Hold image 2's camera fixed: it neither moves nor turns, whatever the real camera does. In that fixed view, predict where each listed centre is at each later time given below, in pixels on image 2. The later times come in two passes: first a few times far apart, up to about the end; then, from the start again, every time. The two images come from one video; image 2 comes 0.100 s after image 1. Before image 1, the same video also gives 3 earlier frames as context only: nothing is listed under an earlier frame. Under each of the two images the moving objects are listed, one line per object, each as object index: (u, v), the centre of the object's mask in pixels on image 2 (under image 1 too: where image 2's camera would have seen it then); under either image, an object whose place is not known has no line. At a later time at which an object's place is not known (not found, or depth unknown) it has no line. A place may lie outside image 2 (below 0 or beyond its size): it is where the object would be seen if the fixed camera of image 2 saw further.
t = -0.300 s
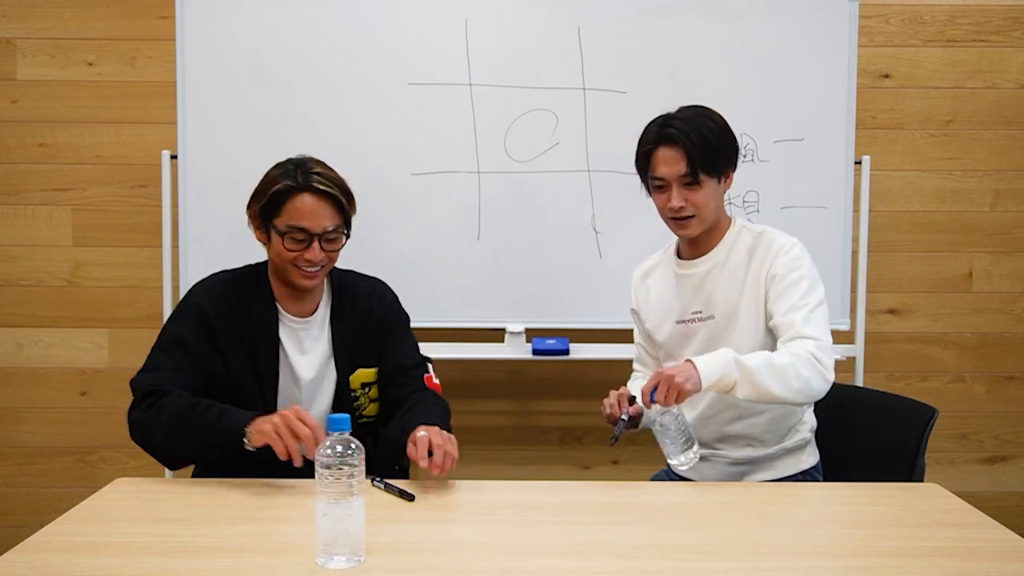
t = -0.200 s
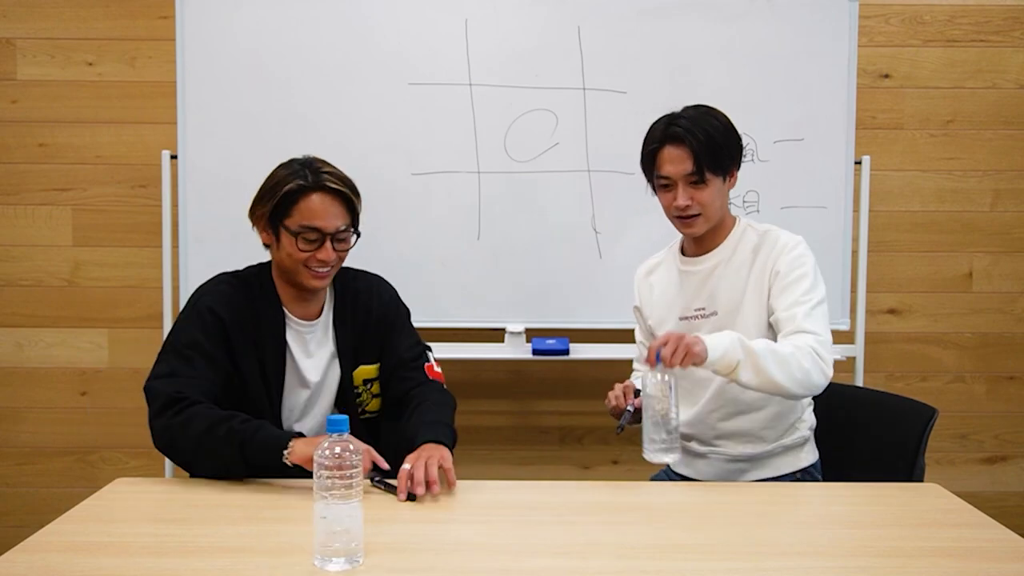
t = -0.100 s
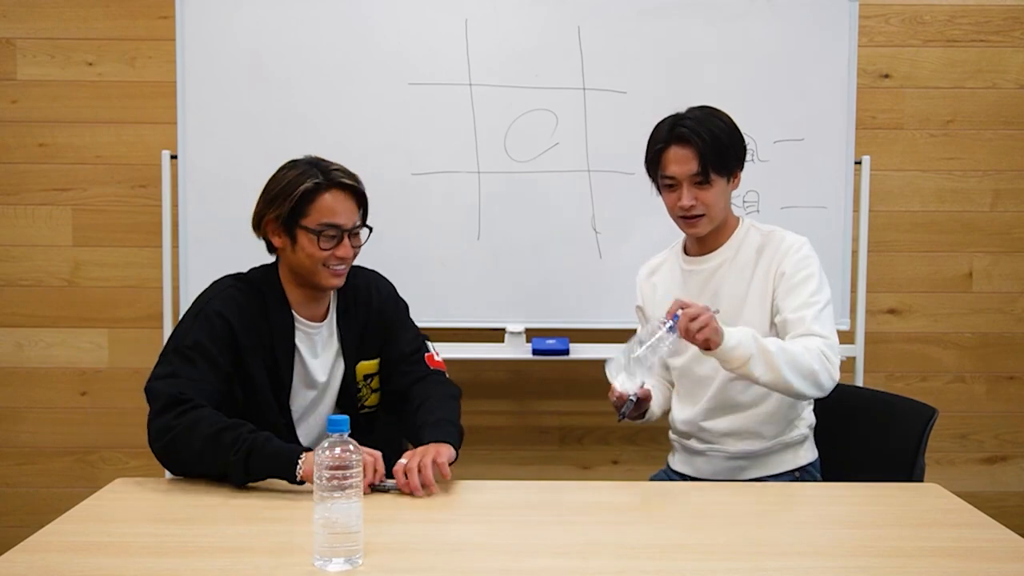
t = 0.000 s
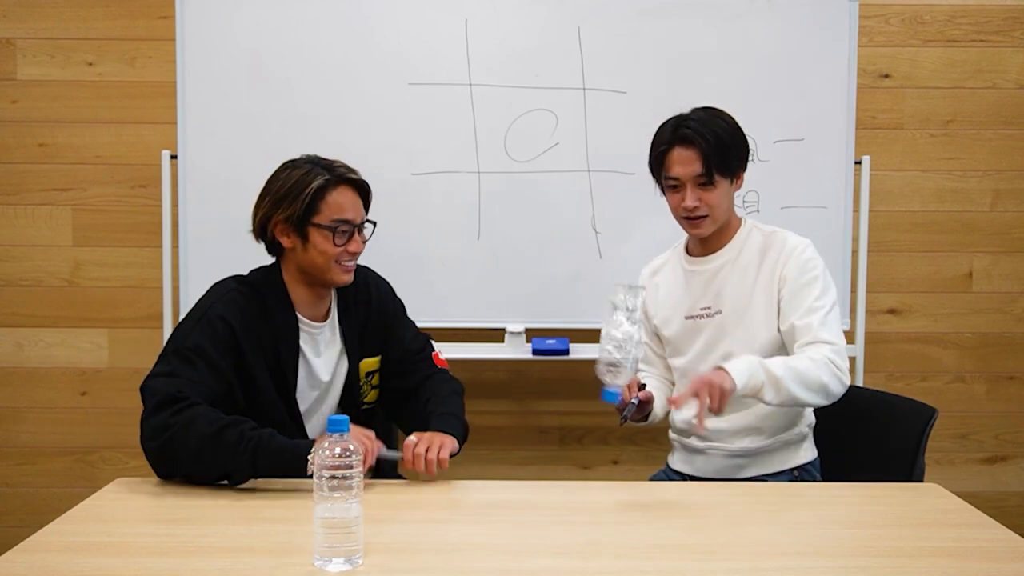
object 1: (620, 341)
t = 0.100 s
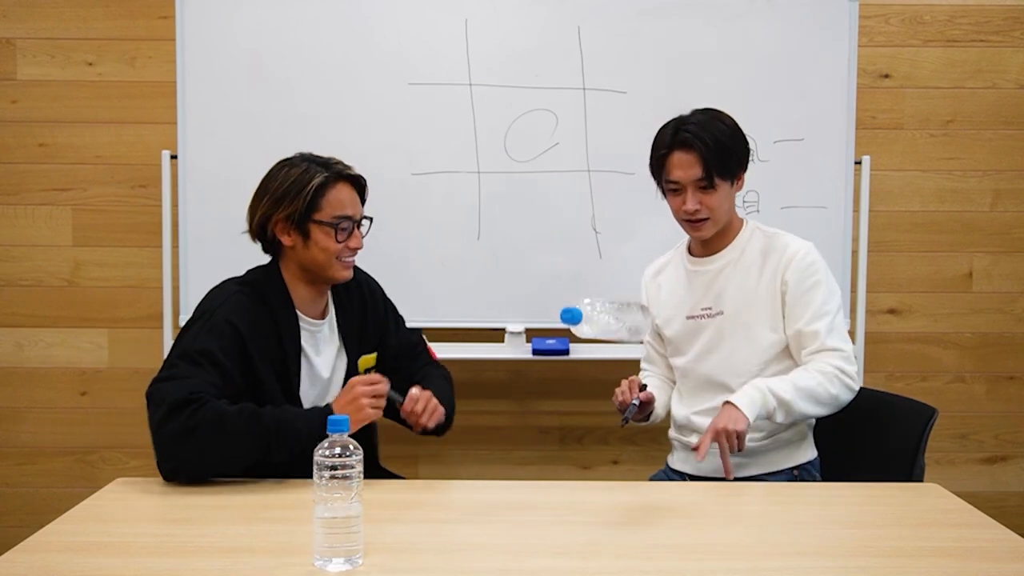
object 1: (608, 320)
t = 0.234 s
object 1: (594, 414)
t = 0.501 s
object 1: (585, 455)
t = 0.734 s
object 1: (584, 455)
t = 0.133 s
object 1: (606, 333)
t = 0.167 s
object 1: (602, 353)
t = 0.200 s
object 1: (599, 379)
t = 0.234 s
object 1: (594, 414)
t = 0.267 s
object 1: (590, 450)
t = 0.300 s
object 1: (589, 451)
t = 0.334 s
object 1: (587, 452)
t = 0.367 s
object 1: (587, 453)
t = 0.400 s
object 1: (587, 454)
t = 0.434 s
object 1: (588, 455)
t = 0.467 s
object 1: (587, 455)
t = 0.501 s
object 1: (585, 455)
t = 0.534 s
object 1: (584, 455)
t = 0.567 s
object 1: (584, 455)
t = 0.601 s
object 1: (584, 455)
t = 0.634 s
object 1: (584, 455)
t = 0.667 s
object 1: (584, 455)
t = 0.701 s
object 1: (584, 455)
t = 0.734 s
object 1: (584, 455)
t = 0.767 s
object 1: (584, 456)
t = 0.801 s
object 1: (584, 456)
